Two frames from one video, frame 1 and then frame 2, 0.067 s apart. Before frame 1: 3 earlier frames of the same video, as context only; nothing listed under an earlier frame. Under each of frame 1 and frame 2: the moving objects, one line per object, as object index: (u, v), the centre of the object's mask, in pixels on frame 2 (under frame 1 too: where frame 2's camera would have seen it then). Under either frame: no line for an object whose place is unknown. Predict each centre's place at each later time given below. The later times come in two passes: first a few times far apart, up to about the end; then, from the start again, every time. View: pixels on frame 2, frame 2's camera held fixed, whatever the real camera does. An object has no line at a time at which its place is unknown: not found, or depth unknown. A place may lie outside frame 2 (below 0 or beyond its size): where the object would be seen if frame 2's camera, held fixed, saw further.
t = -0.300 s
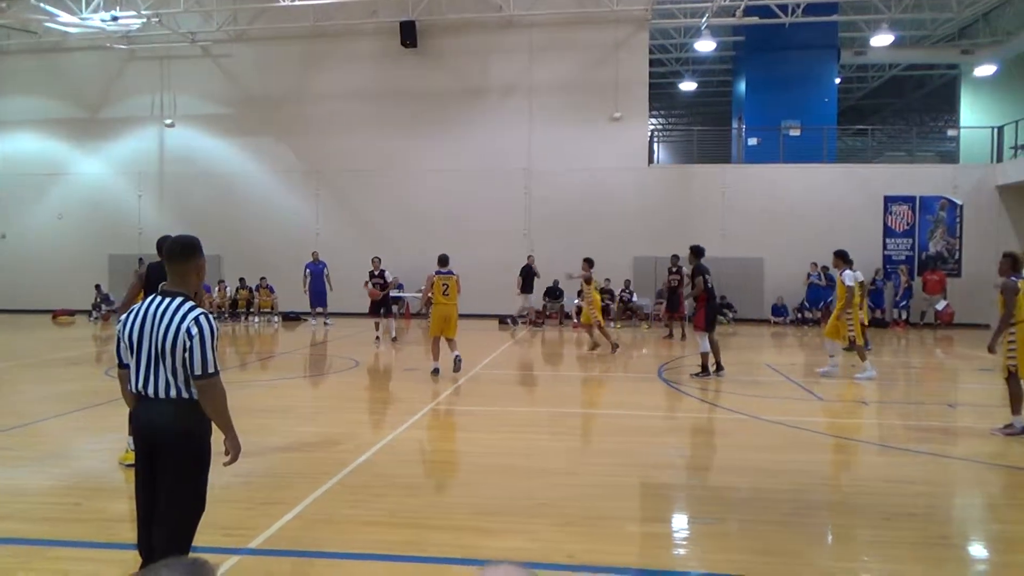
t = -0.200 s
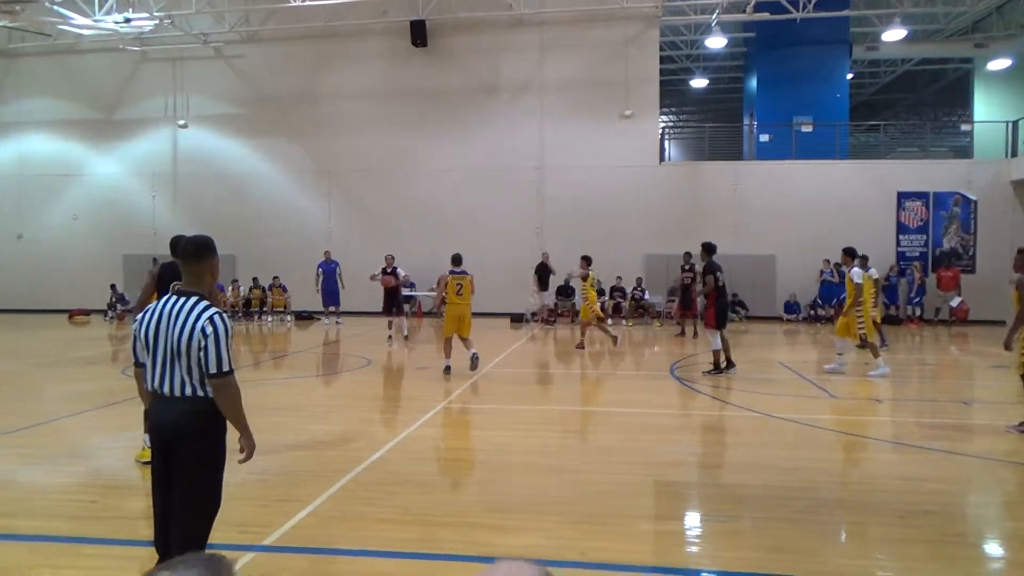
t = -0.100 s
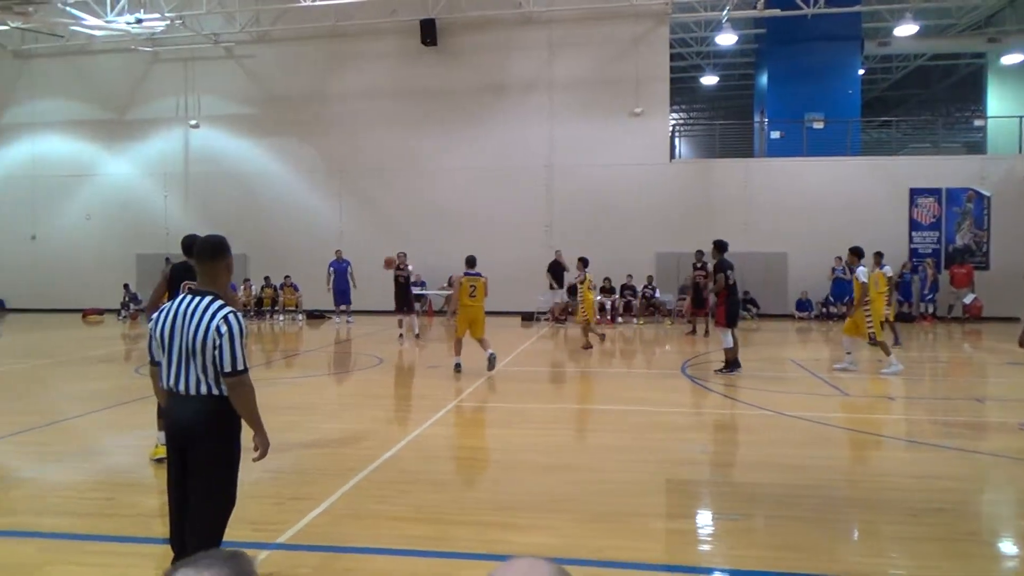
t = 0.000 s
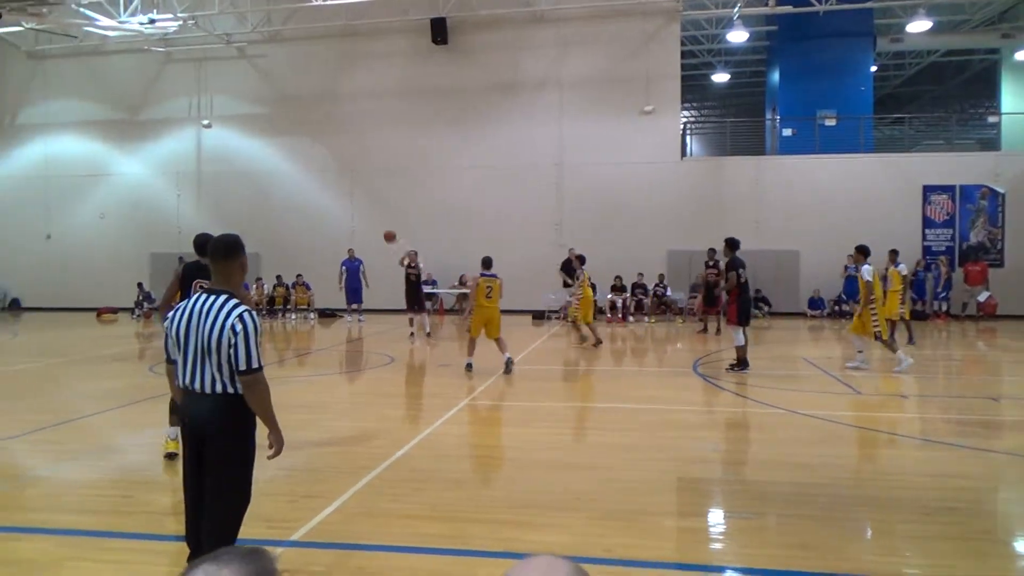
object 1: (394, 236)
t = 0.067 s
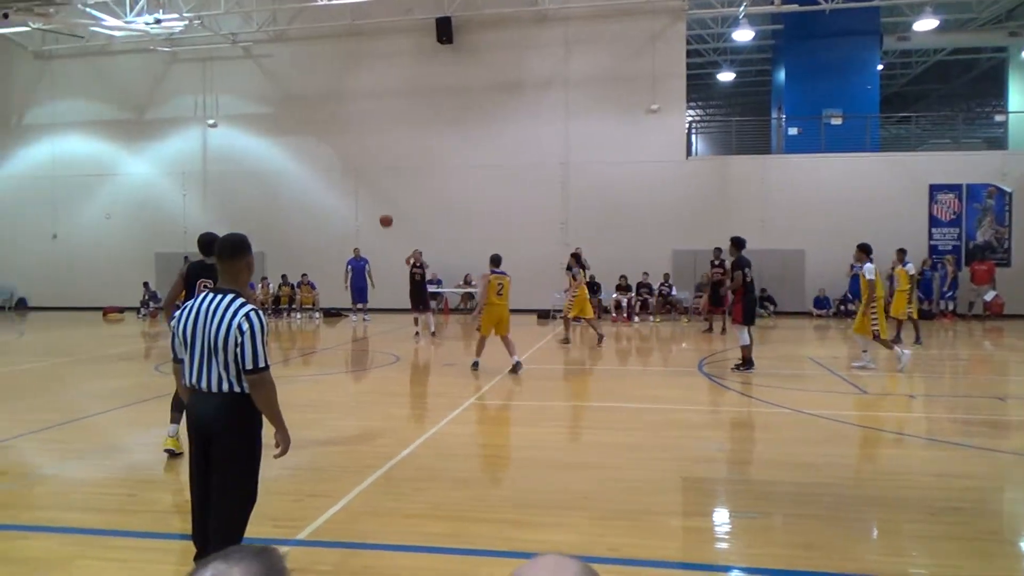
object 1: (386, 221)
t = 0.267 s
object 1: (358, 185)
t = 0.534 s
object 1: (306, 163)
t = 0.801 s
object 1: (229, 190)
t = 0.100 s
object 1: (382, 213)
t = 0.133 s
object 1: (377, 207)
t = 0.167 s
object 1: (373, 201)
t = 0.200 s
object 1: (368, 195)
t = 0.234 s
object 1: (363, 189)
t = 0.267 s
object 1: (358, 185)
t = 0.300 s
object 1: (352, 180)
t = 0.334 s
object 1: (346, 176)
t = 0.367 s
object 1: (340, 172)
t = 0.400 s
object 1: (334, 169)
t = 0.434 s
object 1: (327, 167)
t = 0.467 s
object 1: (320, 164)
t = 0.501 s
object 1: (313, 163)
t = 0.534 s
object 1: (306, 163)
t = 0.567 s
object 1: (298, 163)
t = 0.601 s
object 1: (289, 163)
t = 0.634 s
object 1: (280, 165)
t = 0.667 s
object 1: (270, 168)
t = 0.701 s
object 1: (262, 172)
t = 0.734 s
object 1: (252, 177)
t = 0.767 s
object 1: (240, 183)
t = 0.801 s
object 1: (229, 190)
